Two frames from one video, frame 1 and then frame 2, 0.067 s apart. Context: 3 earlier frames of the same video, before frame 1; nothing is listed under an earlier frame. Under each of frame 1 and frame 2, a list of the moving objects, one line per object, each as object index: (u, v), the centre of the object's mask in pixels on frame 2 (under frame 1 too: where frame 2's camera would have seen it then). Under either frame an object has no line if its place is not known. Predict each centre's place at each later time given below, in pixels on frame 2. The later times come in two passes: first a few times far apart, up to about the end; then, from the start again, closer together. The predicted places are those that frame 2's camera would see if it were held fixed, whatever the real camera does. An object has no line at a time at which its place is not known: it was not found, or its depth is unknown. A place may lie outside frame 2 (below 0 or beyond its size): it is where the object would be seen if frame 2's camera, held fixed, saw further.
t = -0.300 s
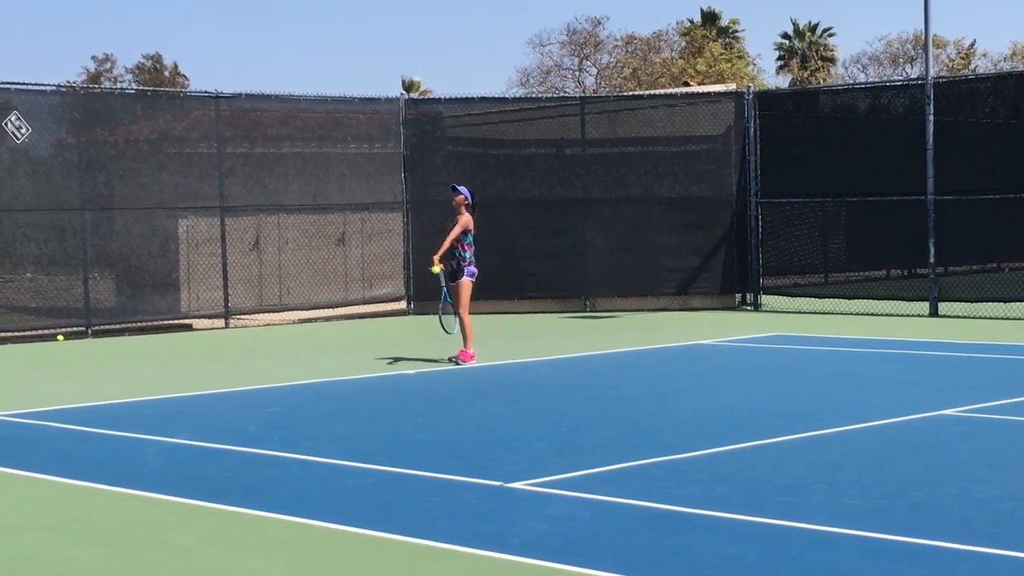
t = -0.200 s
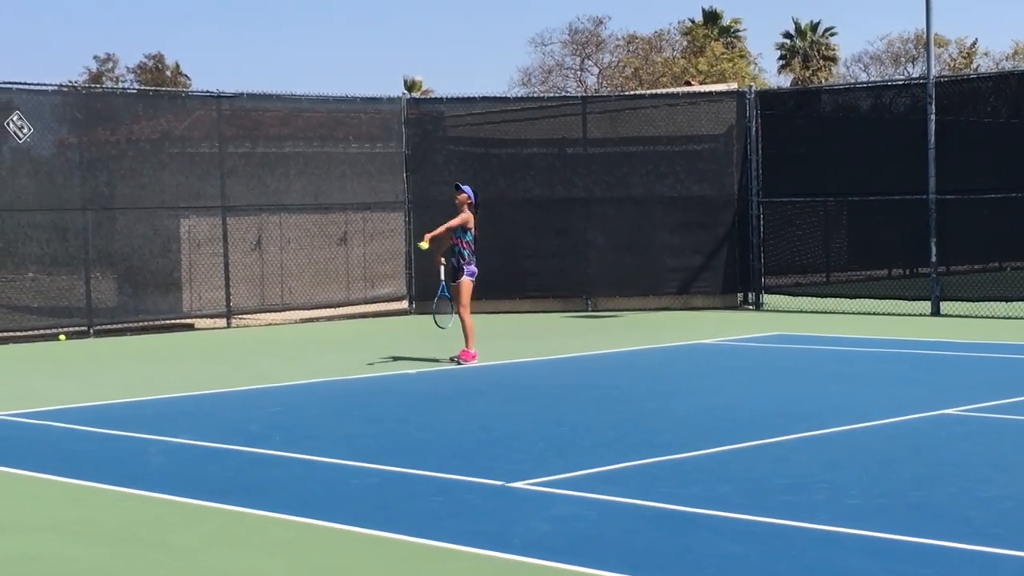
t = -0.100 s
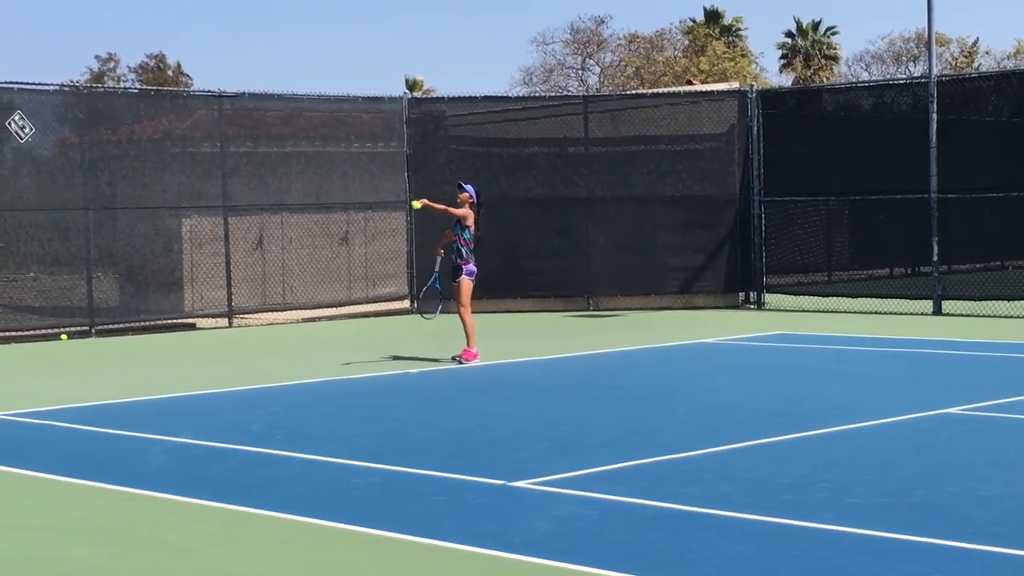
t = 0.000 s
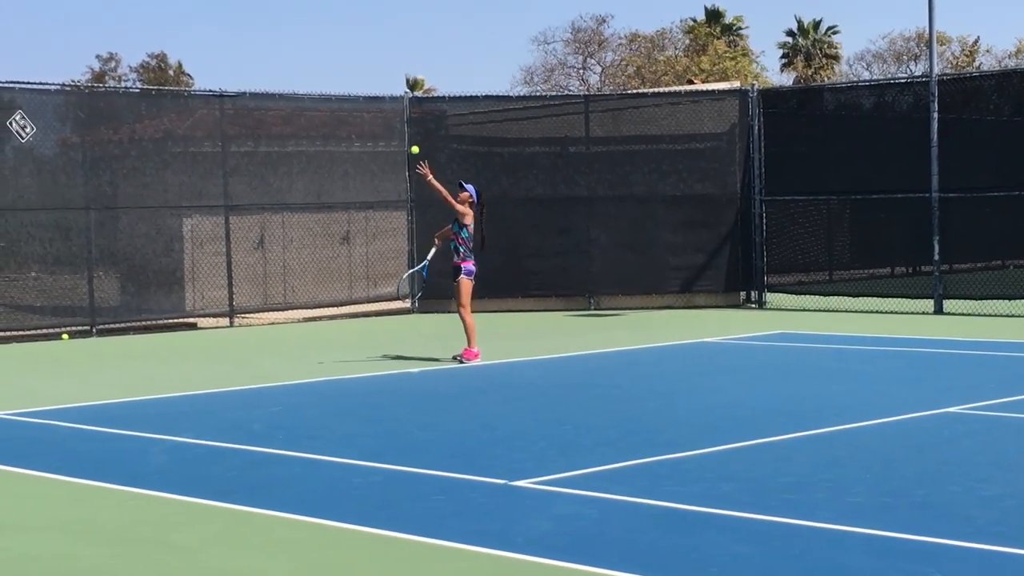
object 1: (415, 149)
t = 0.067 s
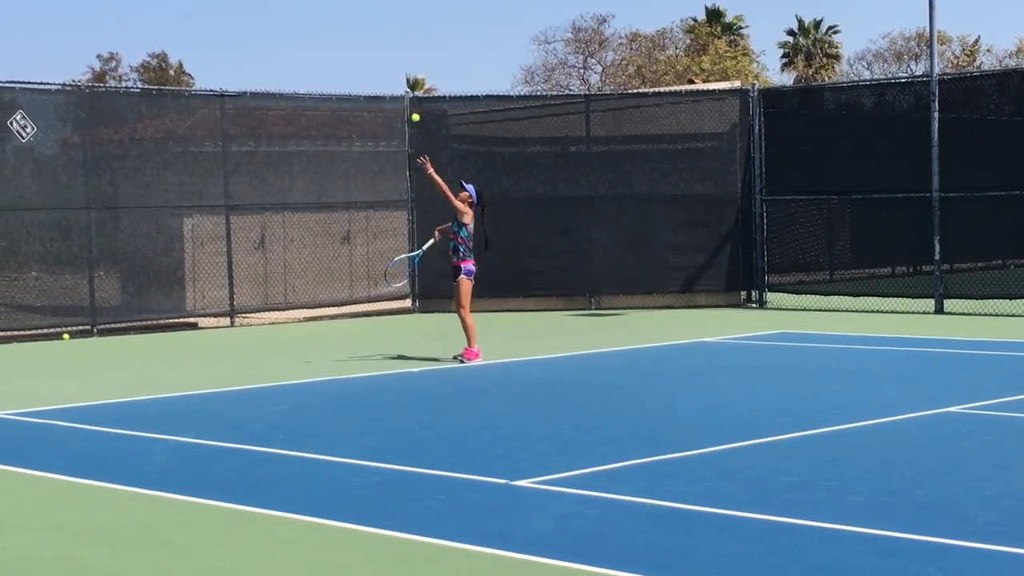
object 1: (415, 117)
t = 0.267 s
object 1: (416, 51)
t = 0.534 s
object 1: (417, 30)
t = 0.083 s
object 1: (415, 110)
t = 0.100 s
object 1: (415, 103)
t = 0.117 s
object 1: (415, 97)
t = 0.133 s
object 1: (415, 91)
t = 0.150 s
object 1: (416, 84)
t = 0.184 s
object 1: (416, 73)
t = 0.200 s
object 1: (416, 68)
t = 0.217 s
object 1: (415, 63)
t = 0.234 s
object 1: (415, 59)
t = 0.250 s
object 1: (416, 55)
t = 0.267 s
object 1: (416, 51)
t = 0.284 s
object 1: (415, 47)
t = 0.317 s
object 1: (416, 41)
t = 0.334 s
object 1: (416, 38)
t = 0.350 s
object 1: (416, 36)
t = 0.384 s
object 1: (416, 32)
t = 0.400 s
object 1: (416, 31)
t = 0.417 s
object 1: (416, 30)
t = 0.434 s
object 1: (416, 29)
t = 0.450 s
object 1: (416, 28)
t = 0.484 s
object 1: (417, 28)
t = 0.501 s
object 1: (417, 28)
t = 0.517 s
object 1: (417, 29)
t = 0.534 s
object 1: (417, 30)
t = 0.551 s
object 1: (418, 31)
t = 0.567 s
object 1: (418, 33)
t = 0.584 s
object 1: (418, 35)
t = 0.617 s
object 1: (418, 39)
